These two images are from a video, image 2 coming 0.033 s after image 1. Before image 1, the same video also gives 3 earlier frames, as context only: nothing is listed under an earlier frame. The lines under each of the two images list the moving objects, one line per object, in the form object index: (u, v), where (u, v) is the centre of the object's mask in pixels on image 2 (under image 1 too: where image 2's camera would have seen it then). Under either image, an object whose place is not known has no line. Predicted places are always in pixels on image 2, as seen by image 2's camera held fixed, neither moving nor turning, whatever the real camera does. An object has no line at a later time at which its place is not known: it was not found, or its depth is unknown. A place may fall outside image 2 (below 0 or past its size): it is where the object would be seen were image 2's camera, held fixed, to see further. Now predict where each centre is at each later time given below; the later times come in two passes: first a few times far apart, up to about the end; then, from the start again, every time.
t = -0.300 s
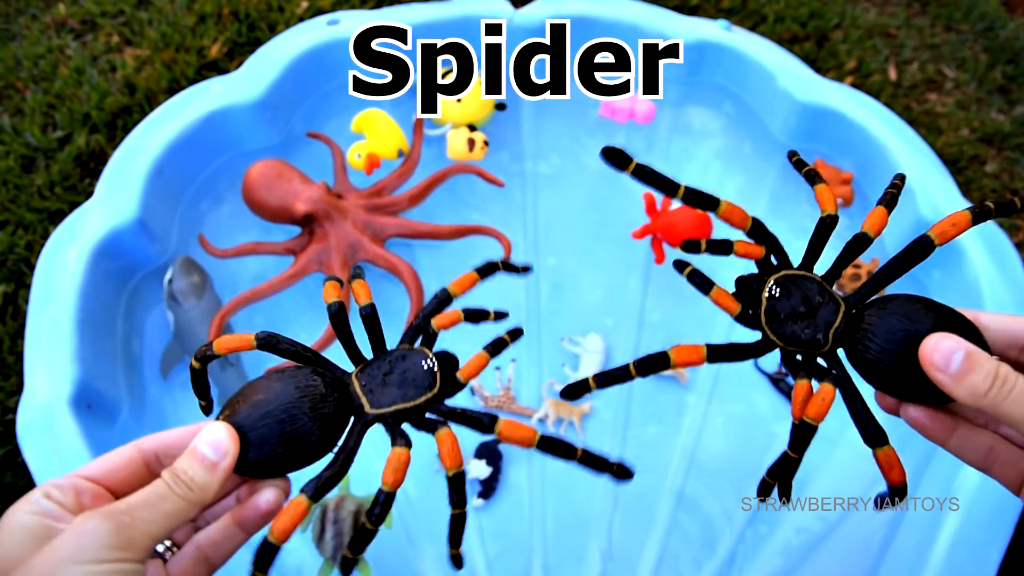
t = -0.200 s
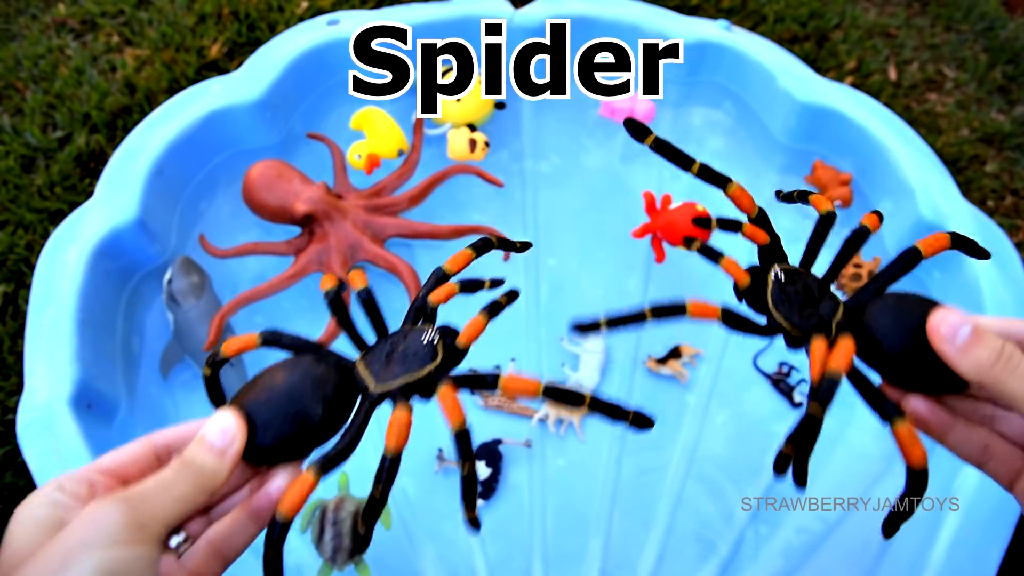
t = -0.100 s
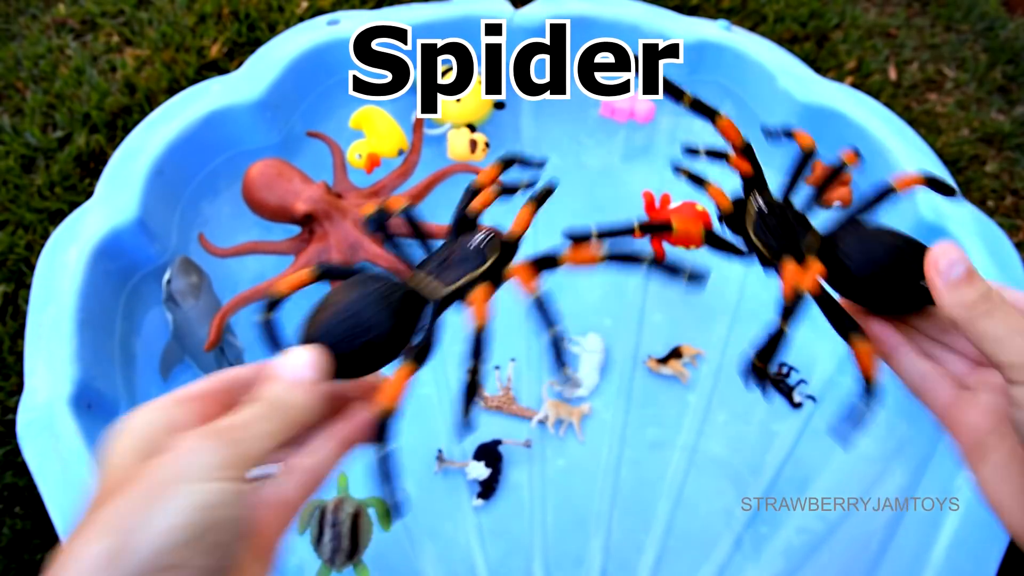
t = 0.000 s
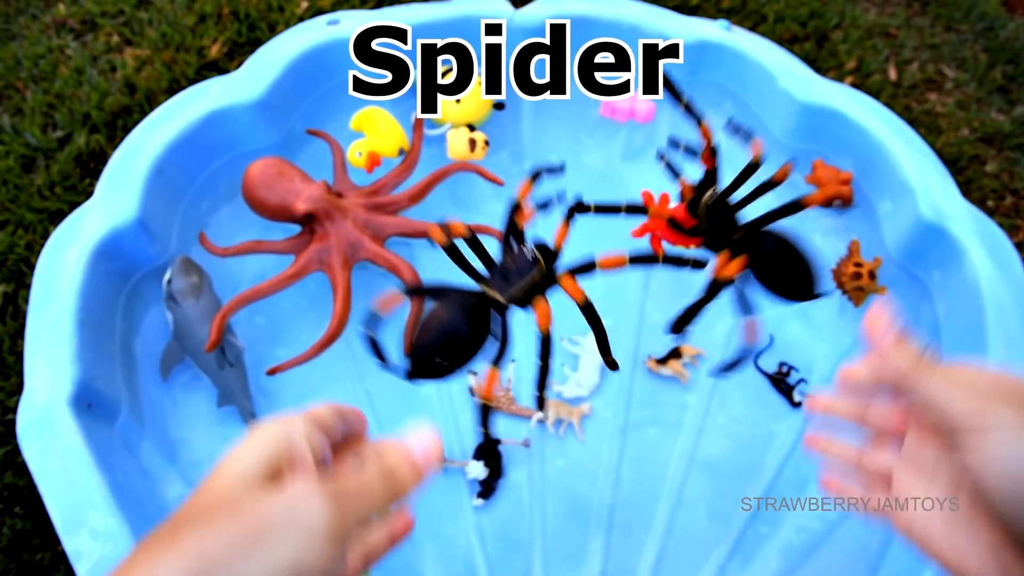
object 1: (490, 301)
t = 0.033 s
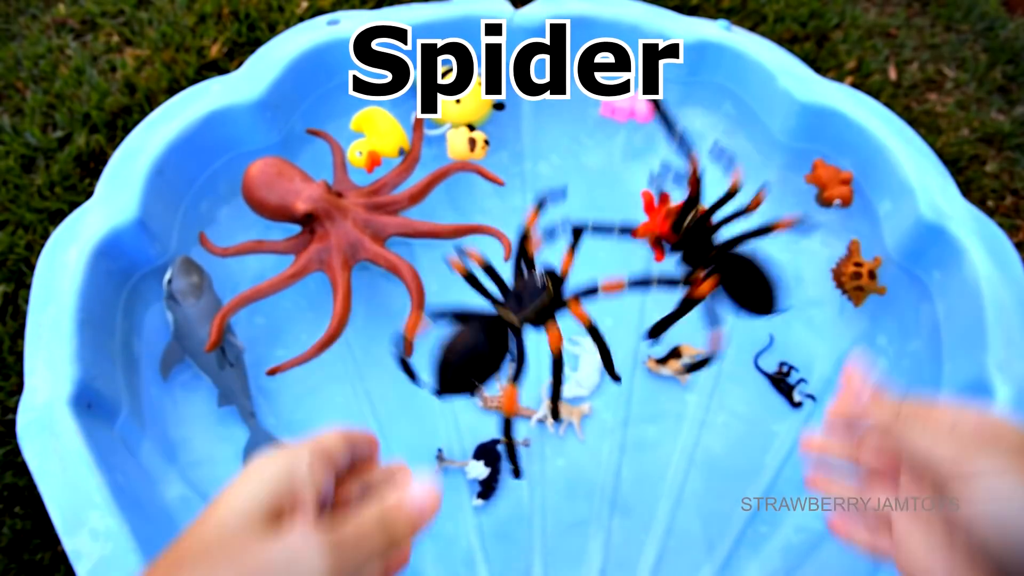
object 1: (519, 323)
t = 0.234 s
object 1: (531, 426)
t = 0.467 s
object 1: (558, 444)
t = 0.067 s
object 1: (523, 348)
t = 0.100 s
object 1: (531, 370)
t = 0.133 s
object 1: (538, 394)
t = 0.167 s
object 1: (540, 417)
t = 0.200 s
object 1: (533, 425)
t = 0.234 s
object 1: (531, 426)
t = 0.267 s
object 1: (529, 433)
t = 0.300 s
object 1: (527, 437)
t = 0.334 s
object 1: (536, 438)
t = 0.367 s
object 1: (552, 442)
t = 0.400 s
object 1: (553, 442)
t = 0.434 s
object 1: (555, 446)
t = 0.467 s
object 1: (558, 444)
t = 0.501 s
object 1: (559, 444)
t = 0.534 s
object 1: (562, 444)
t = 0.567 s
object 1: (557, 440)
